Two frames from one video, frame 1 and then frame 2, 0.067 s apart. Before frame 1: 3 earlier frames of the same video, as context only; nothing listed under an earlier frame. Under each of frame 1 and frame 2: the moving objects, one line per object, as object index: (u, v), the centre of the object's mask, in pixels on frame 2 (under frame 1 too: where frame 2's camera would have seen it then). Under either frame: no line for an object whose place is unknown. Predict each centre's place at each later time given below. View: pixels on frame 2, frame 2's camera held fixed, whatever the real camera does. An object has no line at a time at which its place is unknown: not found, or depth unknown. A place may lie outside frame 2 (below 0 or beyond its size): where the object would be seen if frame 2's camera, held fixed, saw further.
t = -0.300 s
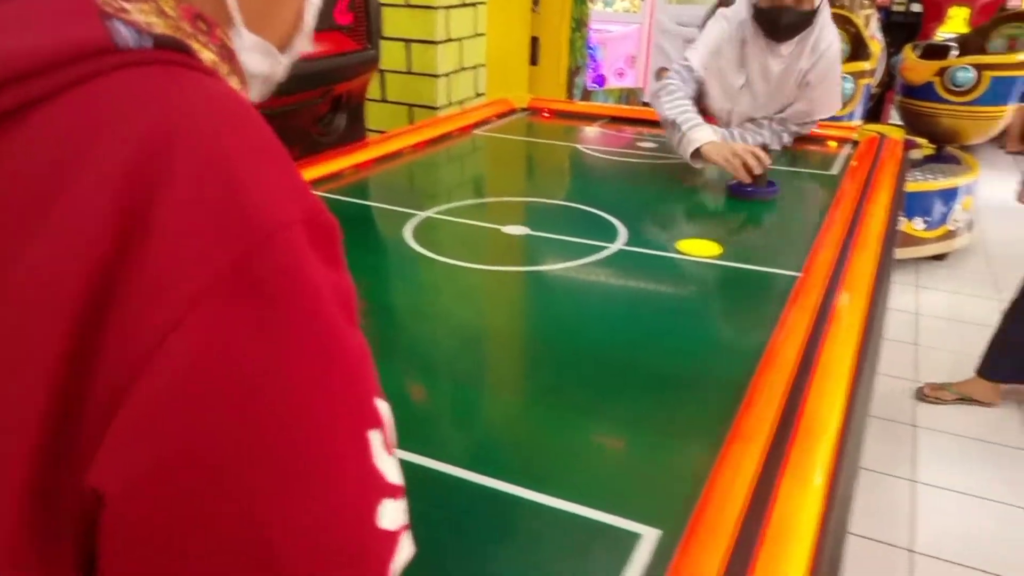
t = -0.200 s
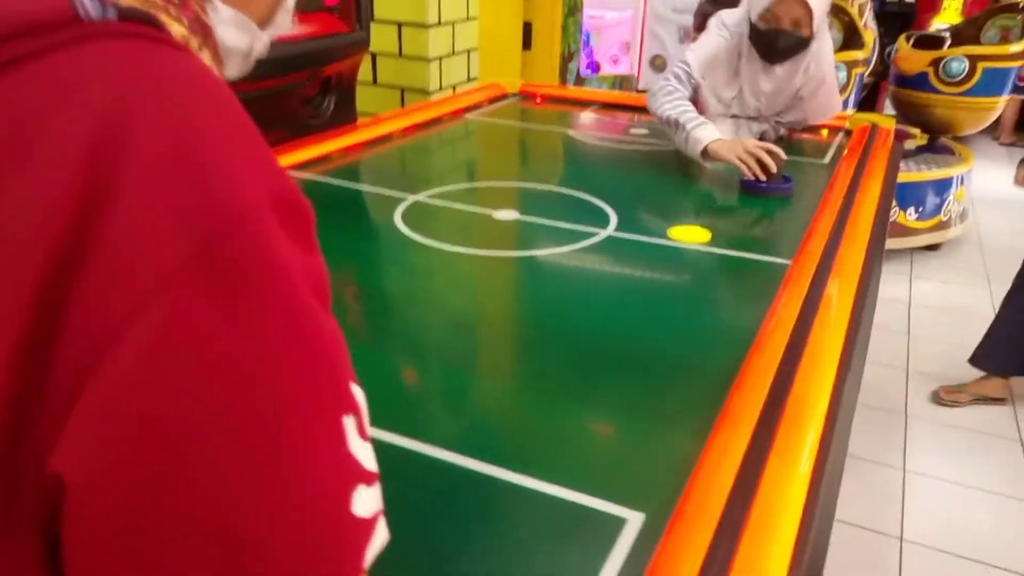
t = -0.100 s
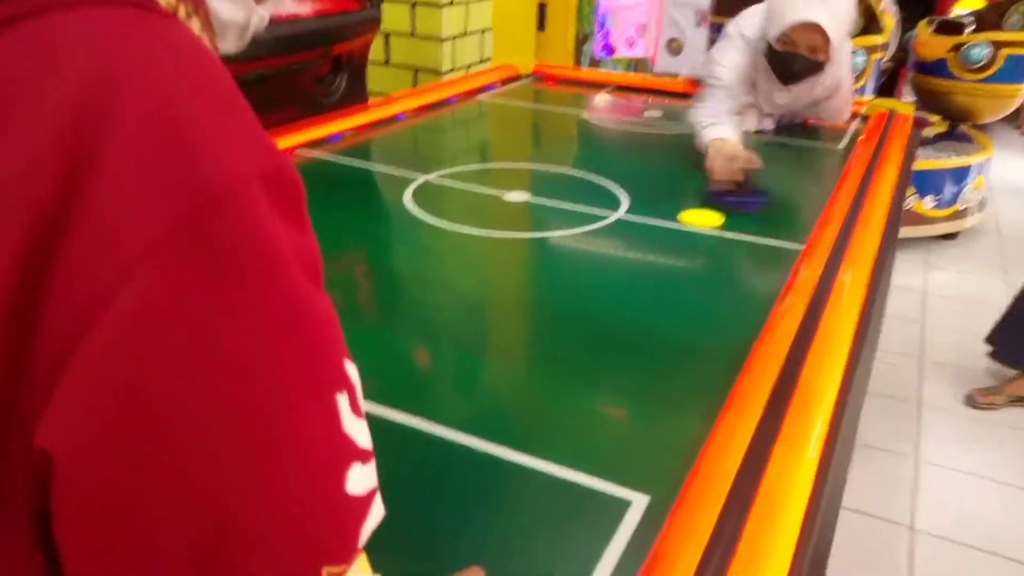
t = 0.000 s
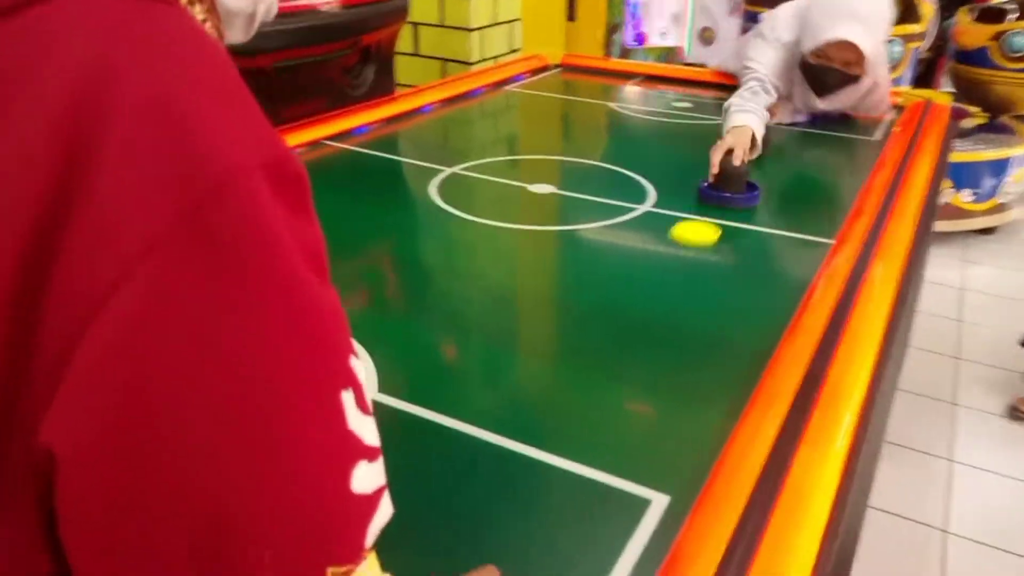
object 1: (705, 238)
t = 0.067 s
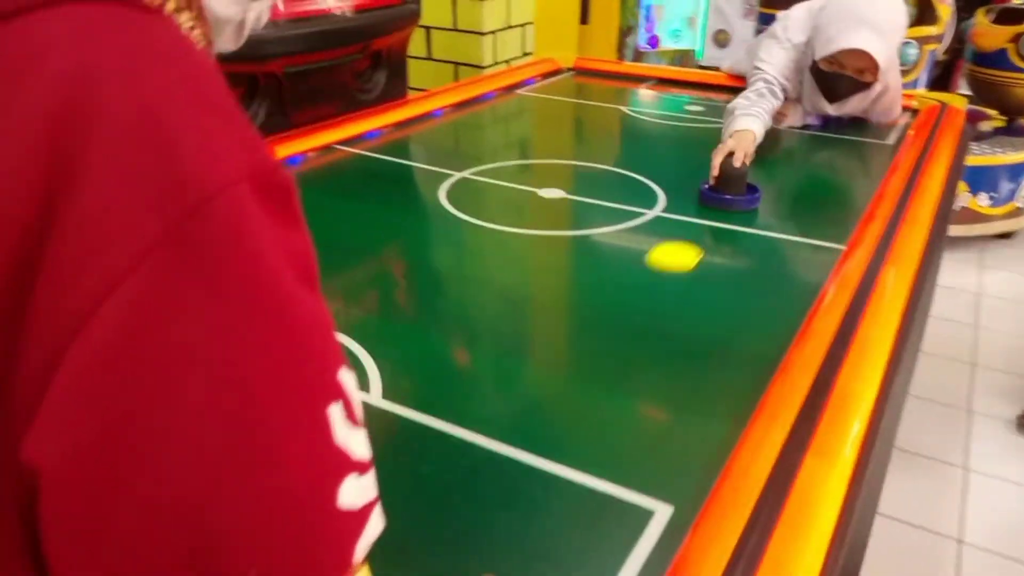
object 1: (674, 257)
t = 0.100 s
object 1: (657, 267)
